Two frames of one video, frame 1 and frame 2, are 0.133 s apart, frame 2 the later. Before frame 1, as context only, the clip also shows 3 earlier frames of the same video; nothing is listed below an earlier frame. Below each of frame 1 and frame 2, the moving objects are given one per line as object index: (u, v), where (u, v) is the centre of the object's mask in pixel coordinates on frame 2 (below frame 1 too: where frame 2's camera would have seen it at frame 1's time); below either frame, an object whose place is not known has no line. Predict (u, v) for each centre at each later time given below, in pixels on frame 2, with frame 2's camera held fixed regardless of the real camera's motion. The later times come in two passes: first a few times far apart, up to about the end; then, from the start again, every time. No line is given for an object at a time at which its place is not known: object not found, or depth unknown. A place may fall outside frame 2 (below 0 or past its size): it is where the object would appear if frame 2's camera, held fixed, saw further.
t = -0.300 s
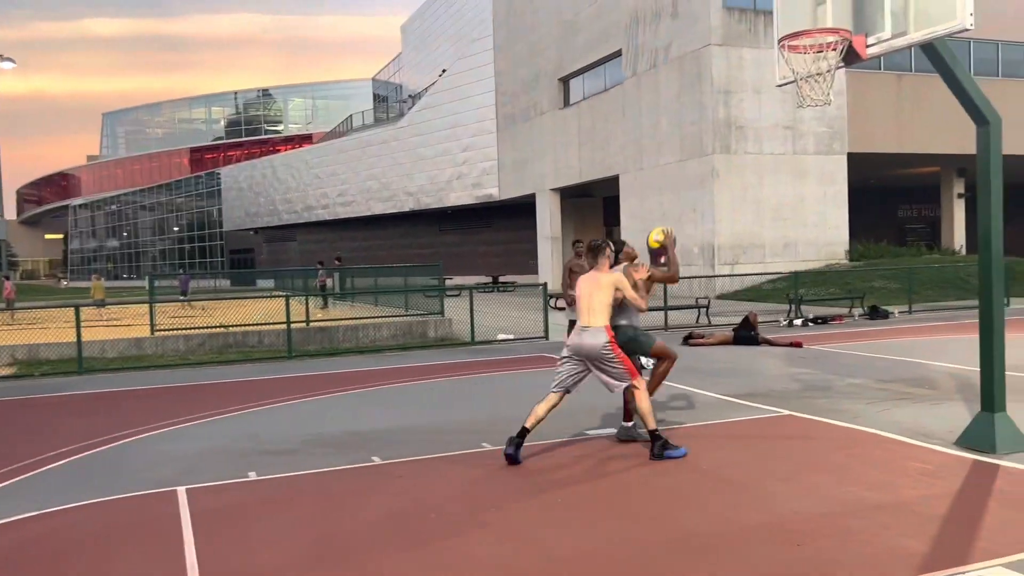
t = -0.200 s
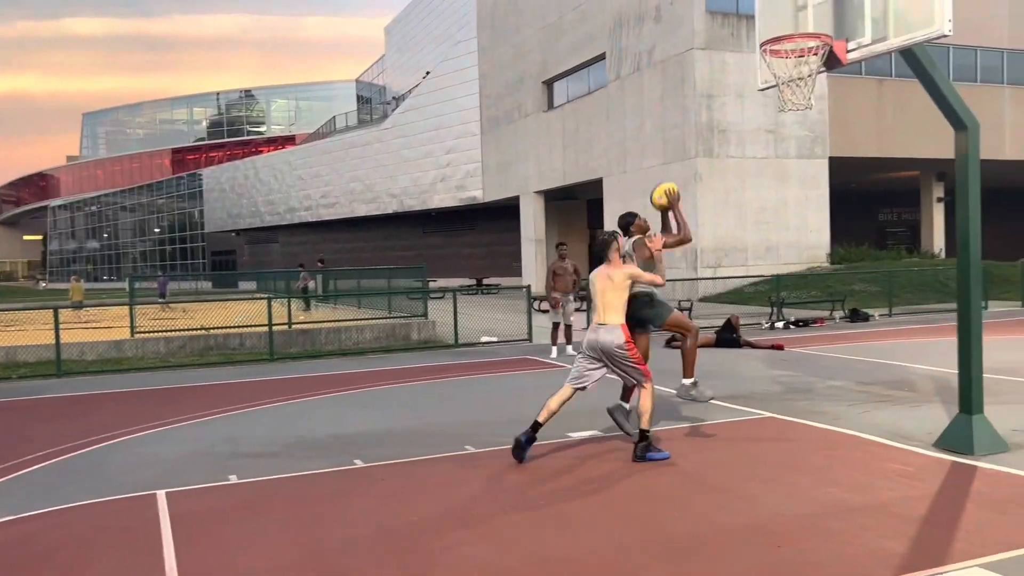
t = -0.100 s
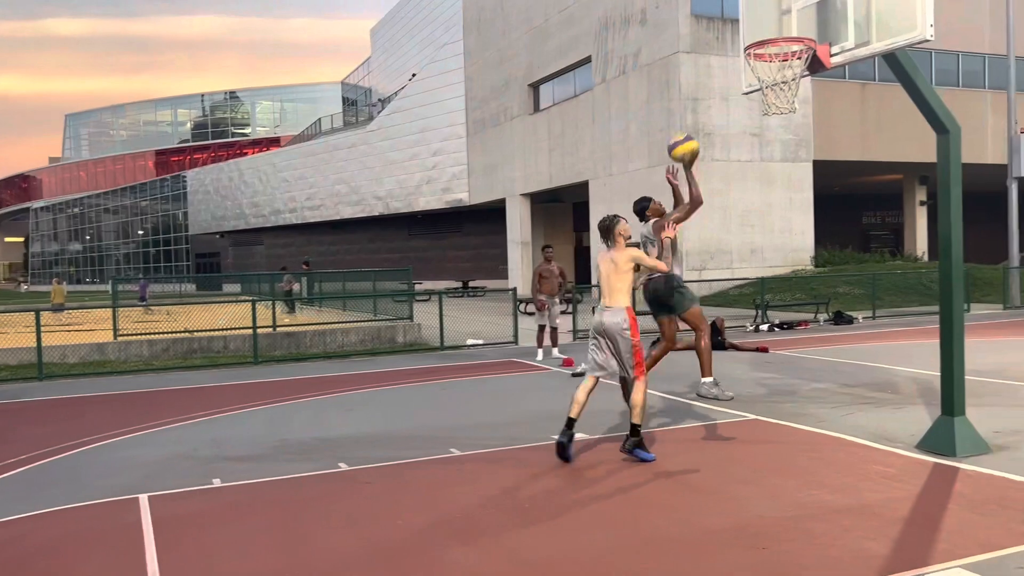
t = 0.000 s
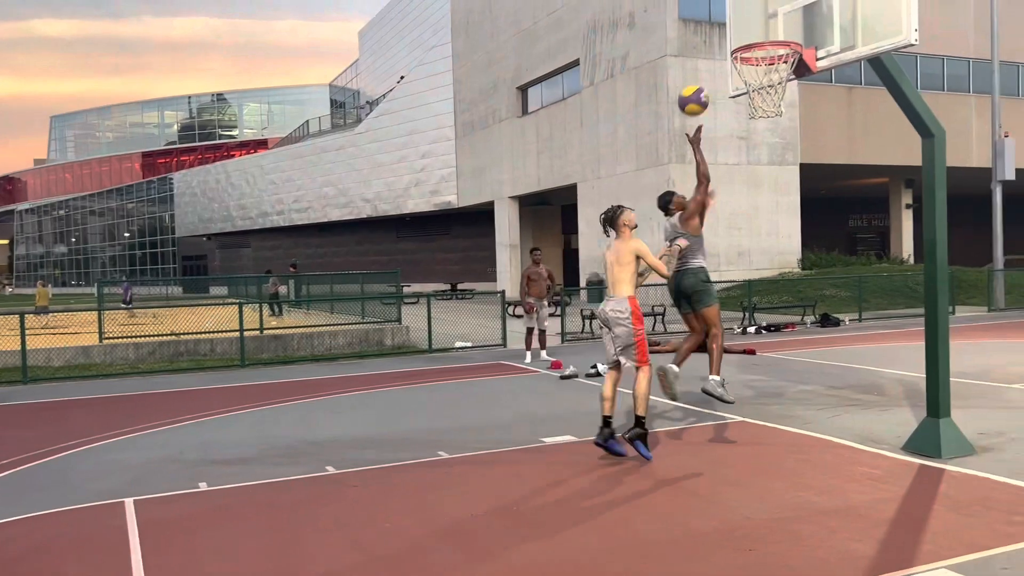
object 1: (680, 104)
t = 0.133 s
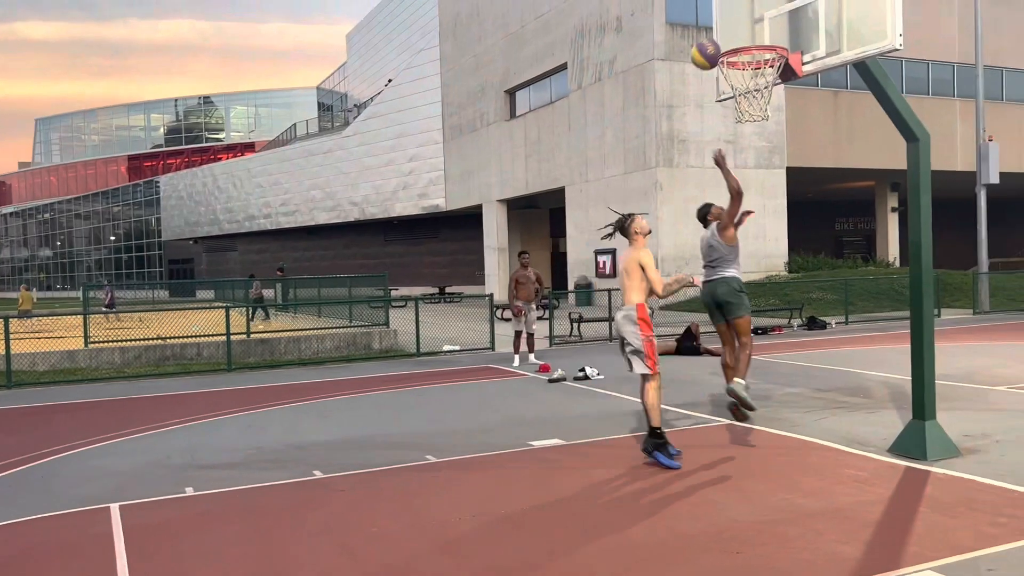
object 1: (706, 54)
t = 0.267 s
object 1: (734, 26)
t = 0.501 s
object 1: (737, 26)
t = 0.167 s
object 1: (713, 44)
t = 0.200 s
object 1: (720, 37)
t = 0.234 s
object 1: (728, 31)
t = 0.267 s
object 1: (734, 26)
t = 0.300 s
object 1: (735, 23)
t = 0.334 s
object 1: (735, 19)
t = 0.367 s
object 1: (735, 18)
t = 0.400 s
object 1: (735, 18)
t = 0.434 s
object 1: (735, 19)
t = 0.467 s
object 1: (736, 22)
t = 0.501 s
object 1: (737, 26)
